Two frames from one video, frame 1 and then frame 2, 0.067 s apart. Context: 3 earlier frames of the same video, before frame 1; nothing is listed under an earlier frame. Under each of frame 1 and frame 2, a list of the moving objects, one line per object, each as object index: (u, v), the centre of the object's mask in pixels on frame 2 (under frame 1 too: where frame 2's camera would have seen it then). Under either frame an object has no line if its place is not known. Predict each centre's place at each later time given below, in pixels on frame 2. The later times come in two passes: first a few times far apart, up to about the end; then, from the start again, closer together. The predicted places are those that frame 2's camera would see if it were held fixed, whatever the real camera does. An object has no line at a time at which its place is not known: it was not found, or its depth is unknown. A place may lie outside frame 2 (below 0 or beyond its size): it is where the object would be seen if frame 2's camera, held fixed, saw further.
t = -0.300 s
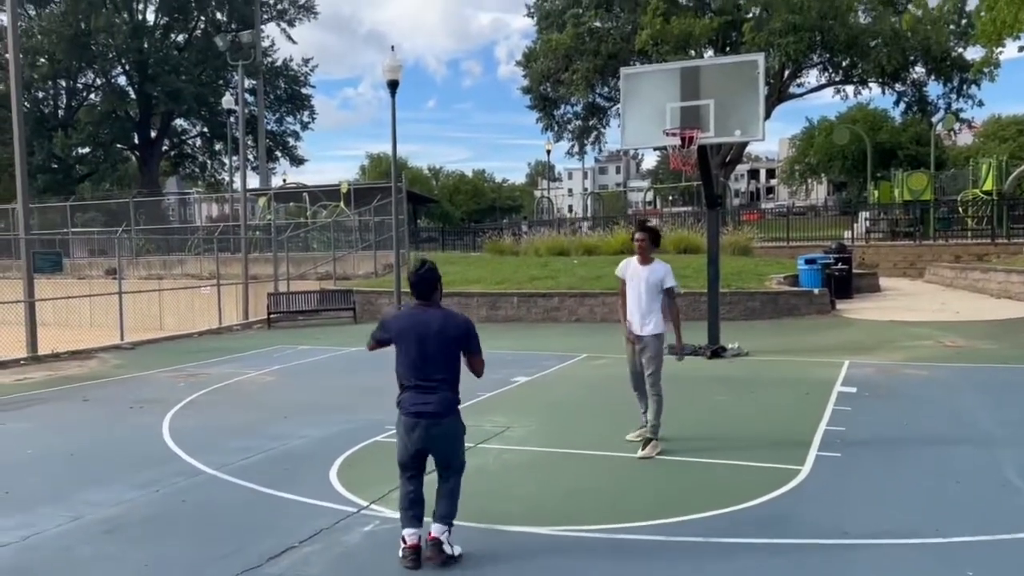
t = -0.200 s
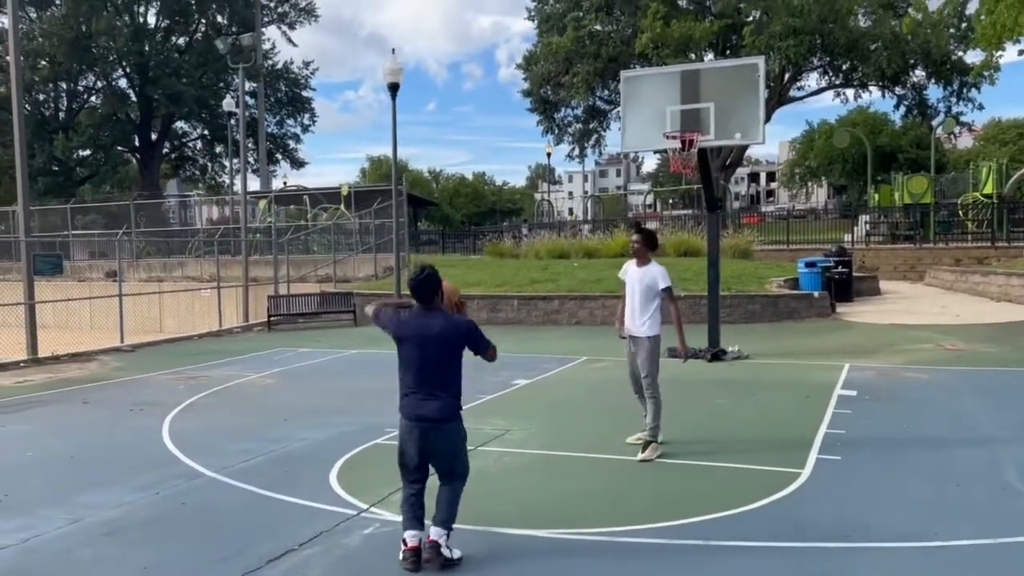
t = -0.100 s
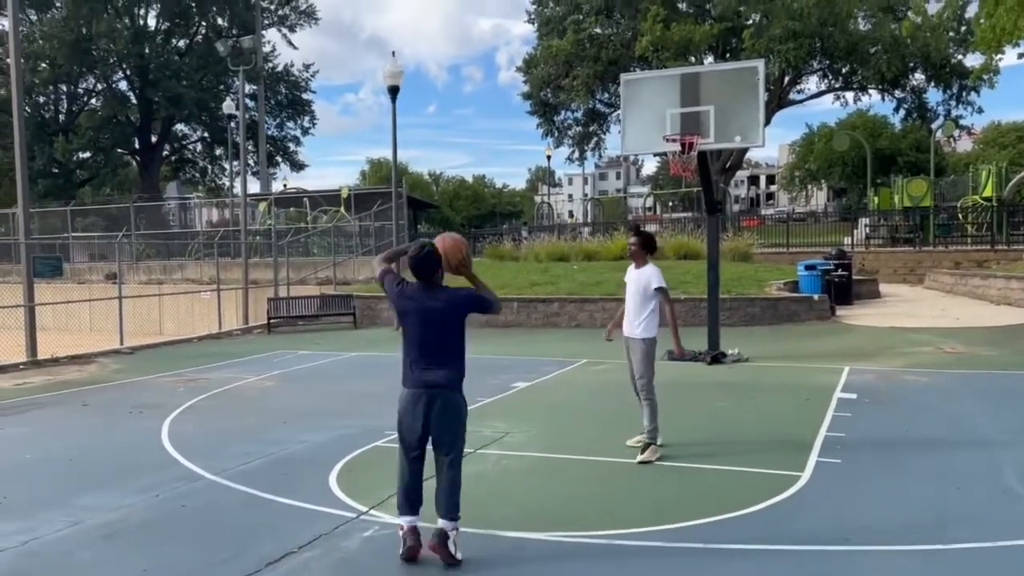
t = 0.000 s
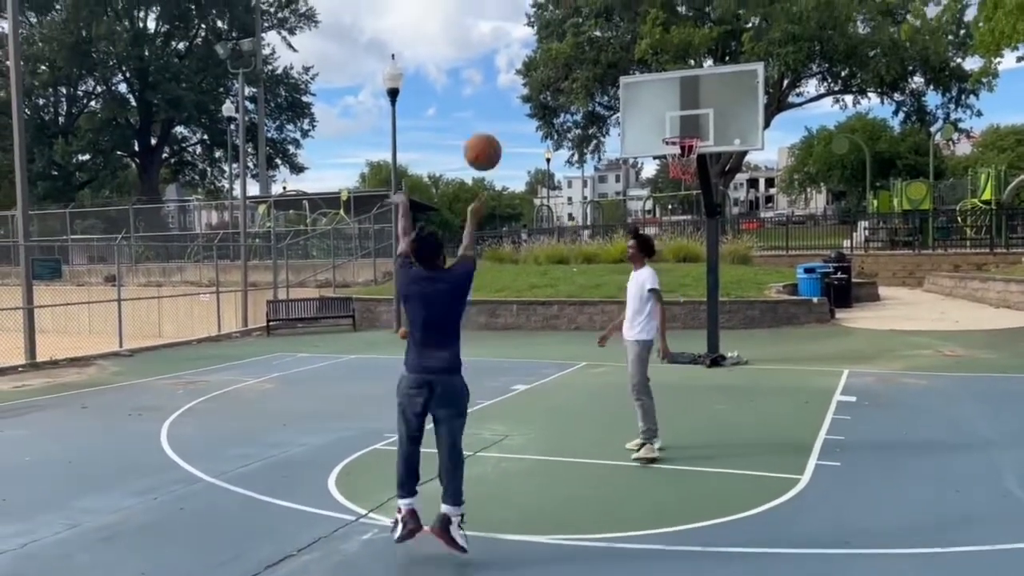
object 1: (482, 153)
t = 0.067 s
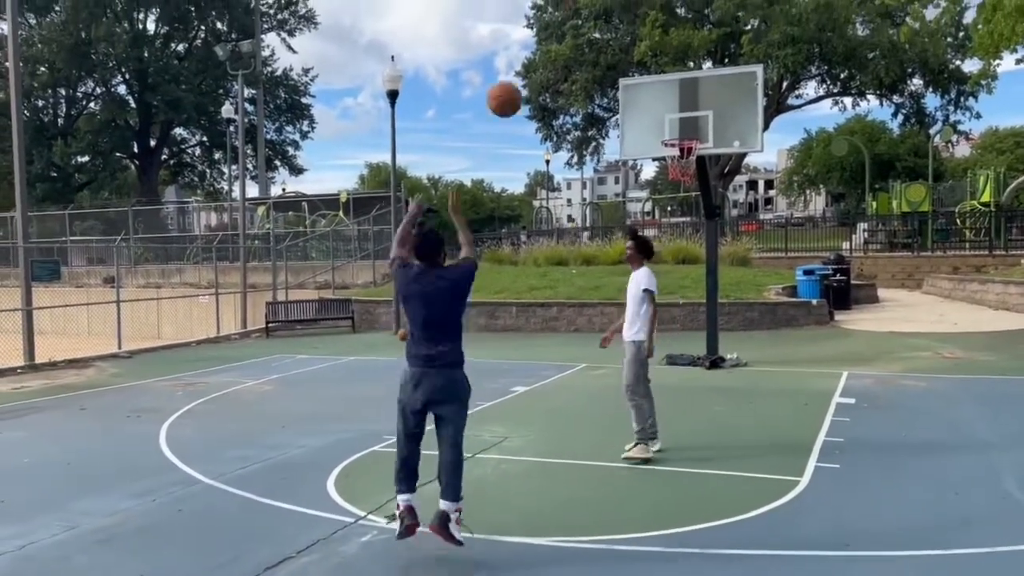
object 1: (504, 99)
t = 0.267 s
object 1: (558, 5)
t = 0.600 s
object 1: (623, -10)
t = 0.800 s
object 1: (649, 22)
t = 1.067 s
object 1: (677, 115)
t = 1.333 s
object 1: (671, 161)
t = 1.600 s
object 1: (675, 202)
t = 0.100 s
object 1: (514, 77)
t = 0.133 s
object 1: (523, 57)
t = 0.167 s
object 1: (533, 39)
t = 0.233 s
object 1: (551, 11)
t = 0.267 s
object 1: (558, 5)
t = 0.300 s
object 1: (567, 0)
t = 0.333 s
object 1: (572, -4)
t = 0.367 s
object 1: (574, -3)
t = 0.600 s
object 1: (623, -10)
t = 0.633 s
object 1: (627, -8)
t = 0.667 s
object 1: (632, -5)
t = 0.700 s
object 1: (638, -1)
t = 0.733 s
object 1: (642, 6)
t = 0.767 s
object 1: (647, 13)
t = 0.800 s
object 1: (649, 22)
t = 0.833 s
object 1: (654, 30)
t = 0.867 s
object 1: (657, 42)
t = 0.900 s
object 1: (662, 51)
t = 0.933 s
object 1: (666, 62)
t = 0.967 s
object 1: (668, 76)
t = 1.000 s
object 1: (671, 89)
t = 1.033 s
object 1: (674, 101)
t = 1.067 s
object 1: (677, 115)
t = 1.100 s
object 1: (678, 125)
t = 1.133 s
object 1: (676, 132)
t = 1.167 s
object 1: (674, 137)
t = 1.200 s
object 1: (676, 149)
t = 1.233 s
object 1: (670, 160)
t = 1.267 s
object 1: (671, 161)
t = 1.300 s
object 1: (670, 161)
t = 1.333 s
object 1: (671, 161)
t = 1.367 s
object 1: (671, 162)
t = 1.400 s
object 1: (672, 163)
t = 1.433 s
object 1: (671, 169)
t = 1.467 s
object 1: (672, 173)
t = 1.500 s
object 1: (671, 180)
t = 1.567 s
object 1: (674, 192)
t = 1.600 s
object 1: (675, 202)
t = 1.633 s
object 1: (675, 209)
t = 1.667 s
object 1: (675, 220)
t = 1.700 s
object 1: (675, 231)
